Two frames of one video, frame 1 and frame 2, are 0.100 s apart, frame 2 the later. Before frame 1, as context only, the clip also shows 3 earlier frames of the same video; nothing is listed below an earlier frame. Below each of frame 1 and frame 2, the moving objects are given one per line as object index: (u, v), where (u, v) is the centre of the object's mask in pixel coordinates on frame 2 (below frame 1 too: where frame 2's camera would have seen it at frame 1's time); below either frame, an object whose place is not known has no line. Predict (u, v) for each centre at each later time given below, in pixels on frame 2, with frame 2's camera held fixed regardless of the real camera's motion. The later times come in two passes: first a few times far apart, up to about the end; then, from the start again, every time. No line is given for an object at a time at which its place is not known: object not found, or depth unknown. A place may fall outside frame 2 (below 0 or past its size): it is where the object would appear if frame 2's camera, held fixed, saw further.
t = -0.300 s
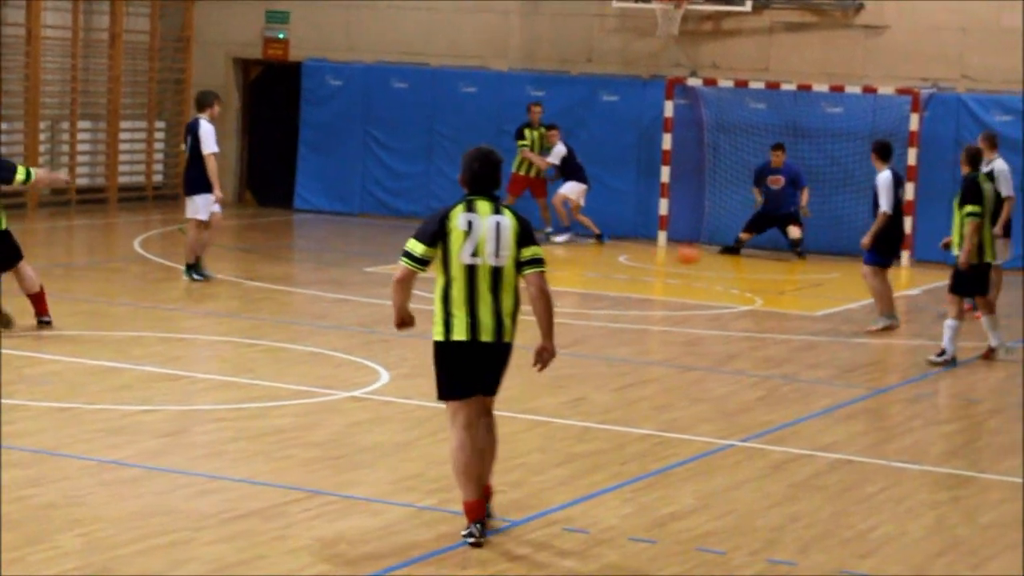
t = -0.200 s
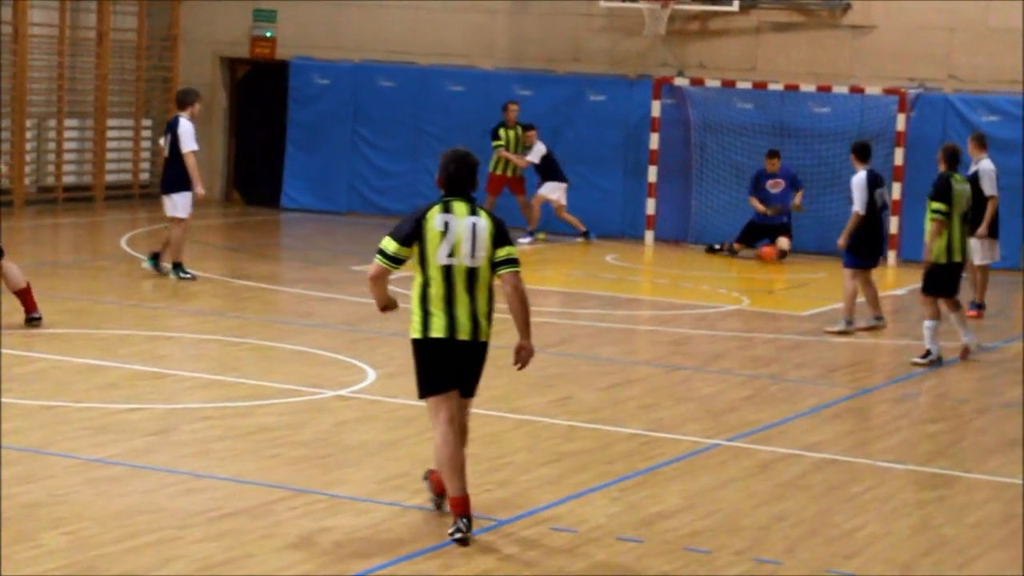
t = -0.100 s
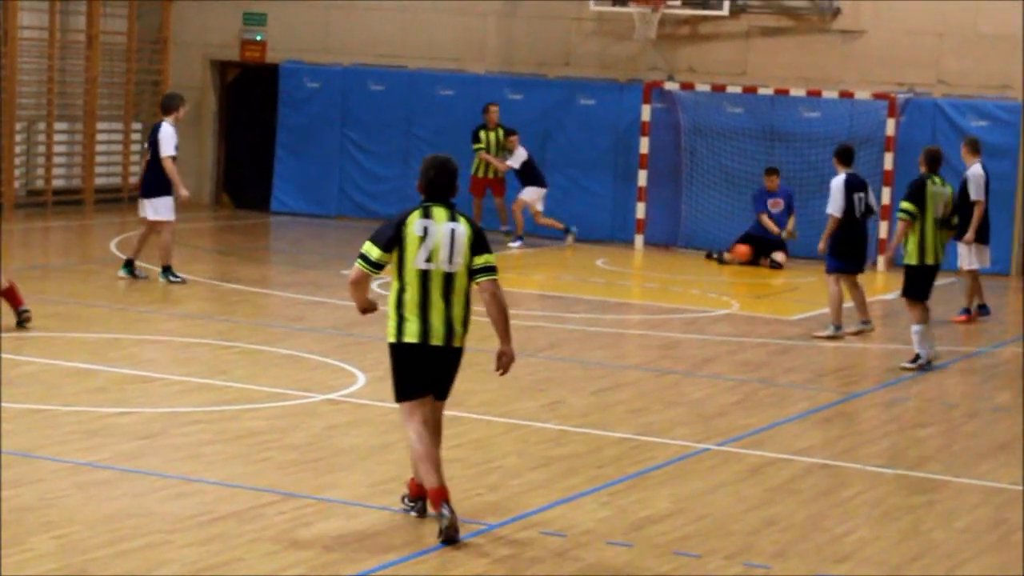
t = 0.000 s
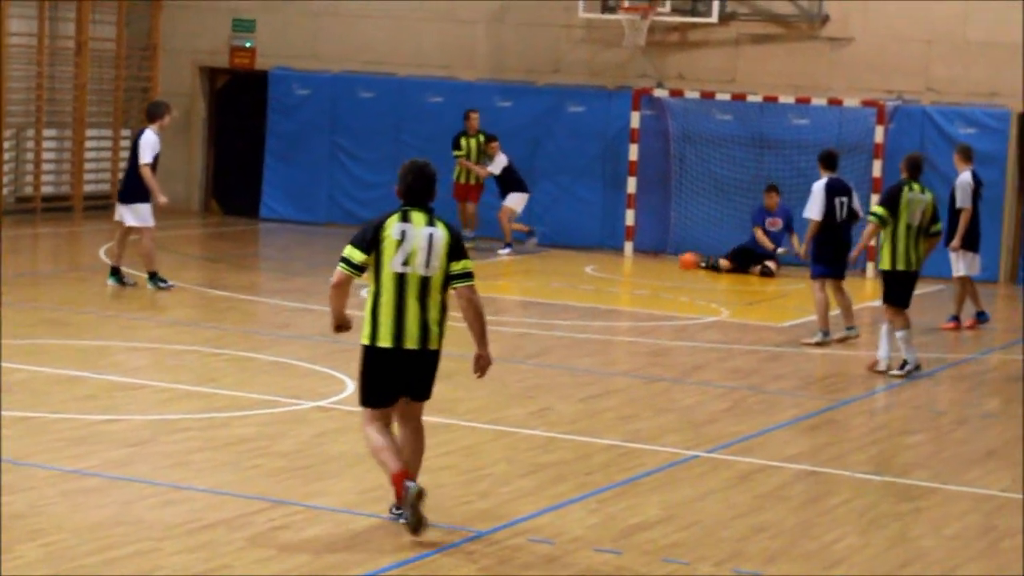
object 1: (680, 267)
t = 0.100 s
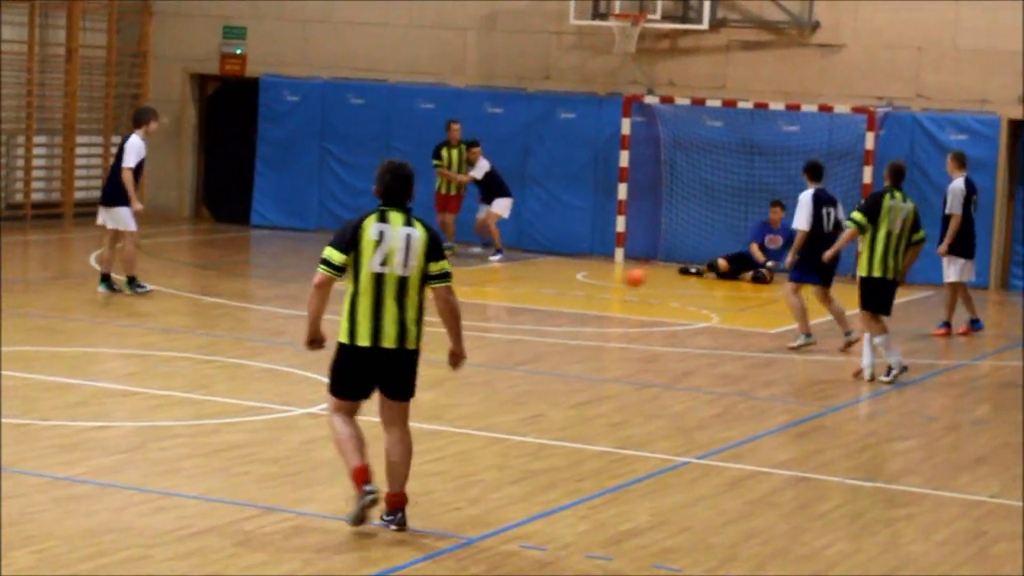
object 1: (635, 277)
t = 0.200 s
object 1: (585, 298)
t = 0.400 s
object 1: (494, 315)
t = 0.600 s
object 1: (404, 331)
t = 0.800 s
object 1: (312, 348)
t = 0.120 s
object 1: (625, 281)
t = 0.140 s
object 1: (616, 284)
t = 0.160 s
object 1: (605, 289)
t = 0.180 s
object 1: (595, 293)
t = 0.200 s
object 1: (585, 298)
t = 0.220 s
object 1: (574, 302)
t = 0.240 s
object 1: (567, 302)
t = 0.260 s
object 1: (557, 302)
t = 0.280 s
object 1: (549, 302)
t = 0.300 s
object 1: (540, 303)
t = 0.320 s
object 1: (531, 304)
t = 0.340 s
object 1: (522, 307)
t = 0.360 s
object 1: (513, 310)
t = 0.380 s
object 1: (504, 312)
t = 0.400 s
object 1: (494, 315)
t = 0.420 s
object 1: (485, 317)
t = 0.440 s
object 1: (477, 317)
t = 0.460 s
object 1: (468, 318)
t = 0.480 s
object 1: (459, 319)
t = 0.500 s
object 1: (450, 322)
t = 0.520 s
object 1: (441, 325)
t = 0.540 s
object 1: (431, 326)
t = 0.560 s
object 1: (422, 328)
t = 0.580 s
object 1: (413, 329)
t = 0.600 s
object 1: (404, 331)
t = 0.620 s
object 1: (395, 332)
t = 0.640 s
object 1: (385, 335)
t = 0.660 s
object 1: (376, 335)
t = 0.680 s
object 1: (367, 338)
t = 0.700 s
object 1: (357, 340)
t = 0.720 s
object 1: (349, 341)
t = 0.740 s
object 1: (339, 343)
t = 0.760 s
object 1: (331, 345)
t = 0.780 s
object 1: (322, 346)
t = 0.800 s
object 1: (312, 348)
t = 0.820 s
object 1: (303, 350)
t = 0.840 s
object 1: (294, 351)
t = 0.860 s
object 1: (285, 353)
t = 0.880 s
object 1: (275, 355)
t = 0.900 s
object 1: (267, 357)
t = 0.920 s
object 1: (258, 358)
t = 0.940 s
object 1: (249, 359)
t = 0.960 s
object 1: (239, 361)
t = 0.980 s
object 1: (231, 363)
